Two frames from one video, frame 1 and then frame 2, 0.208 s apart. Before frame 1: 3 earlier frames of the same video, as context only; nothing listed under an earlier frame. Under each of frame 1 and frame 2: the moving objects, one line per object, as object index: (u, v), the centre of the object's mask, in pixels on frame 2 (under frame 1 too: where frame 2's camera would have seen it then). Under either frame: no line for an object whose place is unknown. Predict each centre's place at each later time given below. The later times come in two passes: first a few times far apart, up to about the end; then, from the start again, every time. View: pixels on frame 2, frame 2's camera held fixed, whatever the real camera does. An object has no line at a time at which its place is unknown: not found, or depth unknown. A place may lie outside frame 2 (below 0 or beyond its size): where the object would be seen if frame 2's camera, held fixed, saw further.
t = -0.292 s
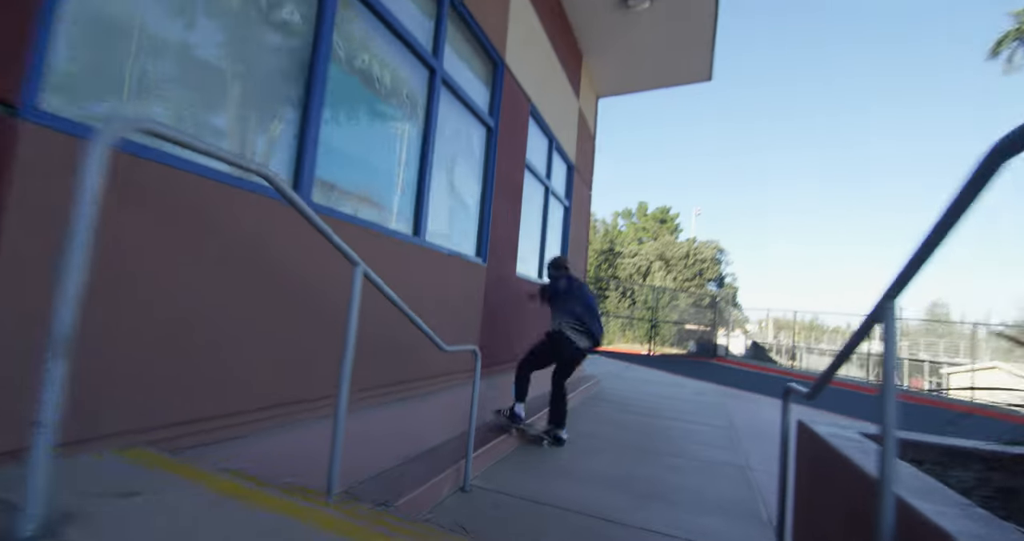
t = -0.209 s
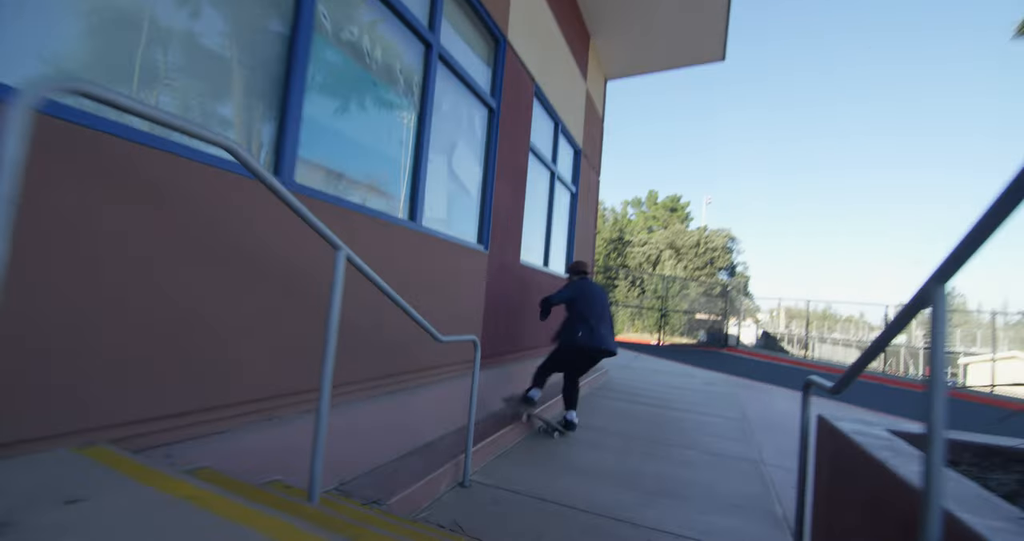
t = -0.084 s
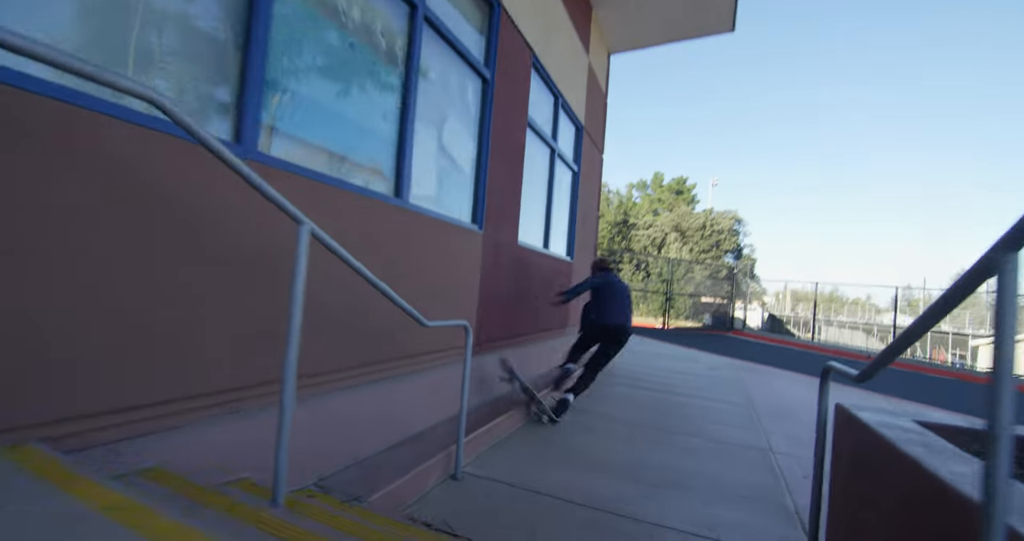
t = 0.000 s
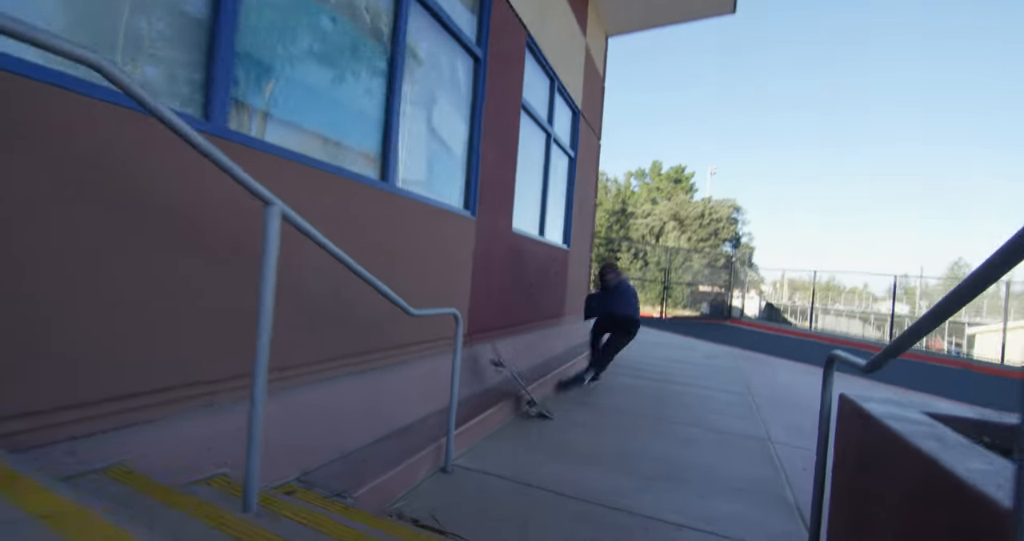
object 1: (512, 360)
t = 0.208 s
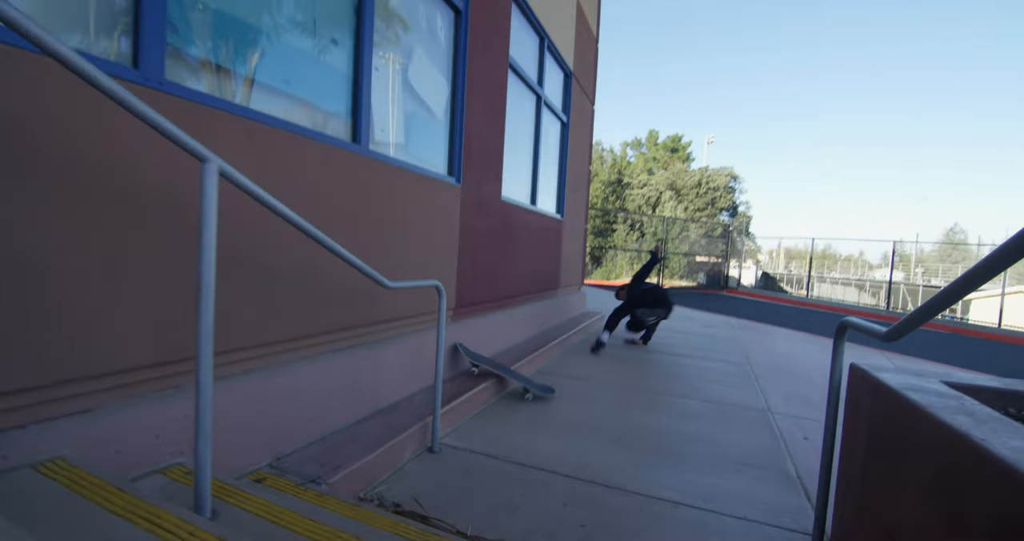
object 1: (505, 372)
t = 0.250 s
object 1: (507, 374)
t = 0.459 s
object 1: (521, 377)
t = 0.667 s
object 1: (532, 377)
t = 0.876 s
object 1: (544, 379)
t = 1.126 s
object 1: (563, 387)
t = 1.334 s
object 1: (584, 389)
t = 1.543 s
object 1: (604, 390)
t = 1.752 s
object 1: (624, 392)
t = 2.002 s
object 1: (648, 393)
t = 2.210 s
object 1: (669, 395)
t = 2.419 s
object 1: (689, 396)
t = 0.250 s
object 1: (507, 374)
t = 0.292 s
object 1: (510, 375)
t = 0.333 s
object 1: (513, 375)
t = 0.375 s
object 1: (517, 377)
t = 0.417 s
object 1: (518, 376)
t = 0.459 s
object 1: (521, 377)
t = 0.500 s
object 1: (522, 376)
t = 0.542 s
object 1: (526, 377)
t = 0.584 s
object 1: (528, 377)
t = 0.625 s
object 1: (530, 377)
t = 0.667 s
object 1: (532, 377)
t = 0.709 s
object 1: (535, 377)
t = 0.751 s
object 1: (538, 377)
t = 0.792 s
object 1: (540, 378)
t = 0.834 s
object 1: (542, 378)
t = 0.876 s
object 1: (544, 379)
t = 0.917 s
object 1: (548, 382)
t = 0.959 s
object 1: (548, 383)
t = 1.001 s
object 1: (552, 384)
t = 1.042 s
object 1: (555, 385)
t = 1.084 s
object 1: (559, 386)
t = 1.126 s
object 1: (563, 387)
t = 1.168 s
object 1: (567, 388)
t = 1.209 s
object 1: (572, 388)
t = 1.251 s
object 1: (576, 388)
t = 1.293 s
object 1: (579, 389)
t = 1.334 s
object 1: (584, 389)
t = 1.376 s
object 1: (588, 389)
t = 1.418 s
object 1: (592, 389)
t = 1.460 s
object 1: (596, 390)
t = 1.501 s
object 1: (600, 390)
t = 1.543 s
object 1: (604, 390)
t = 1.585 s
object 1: (608, 390)
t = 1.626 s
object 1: (612, 391)
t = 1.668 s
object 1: (616, 391)
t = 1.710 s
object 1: (620, 391)
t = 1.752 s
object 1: (624, 392)
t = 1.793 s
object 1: (628, 392)
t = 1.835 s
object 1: (632, 392)
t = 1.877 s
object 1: (637, 392)
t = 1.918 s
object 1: (640, 393)
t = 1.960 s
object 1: (644, 393)
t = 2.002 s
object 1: (648, 393)
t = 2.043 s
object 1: (652, 394)
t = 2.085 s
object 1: (657, 394)
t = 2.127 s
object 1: (660, 394)
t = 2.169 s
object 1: (665, 394)
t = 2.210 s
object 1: (669, 395)
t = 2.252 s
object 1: (672, 395)
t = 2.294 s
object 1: (677, 395)
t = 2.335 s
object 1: (681, 396)
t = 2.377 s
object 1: (685, 396)
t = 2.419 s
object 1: (689, 396)
